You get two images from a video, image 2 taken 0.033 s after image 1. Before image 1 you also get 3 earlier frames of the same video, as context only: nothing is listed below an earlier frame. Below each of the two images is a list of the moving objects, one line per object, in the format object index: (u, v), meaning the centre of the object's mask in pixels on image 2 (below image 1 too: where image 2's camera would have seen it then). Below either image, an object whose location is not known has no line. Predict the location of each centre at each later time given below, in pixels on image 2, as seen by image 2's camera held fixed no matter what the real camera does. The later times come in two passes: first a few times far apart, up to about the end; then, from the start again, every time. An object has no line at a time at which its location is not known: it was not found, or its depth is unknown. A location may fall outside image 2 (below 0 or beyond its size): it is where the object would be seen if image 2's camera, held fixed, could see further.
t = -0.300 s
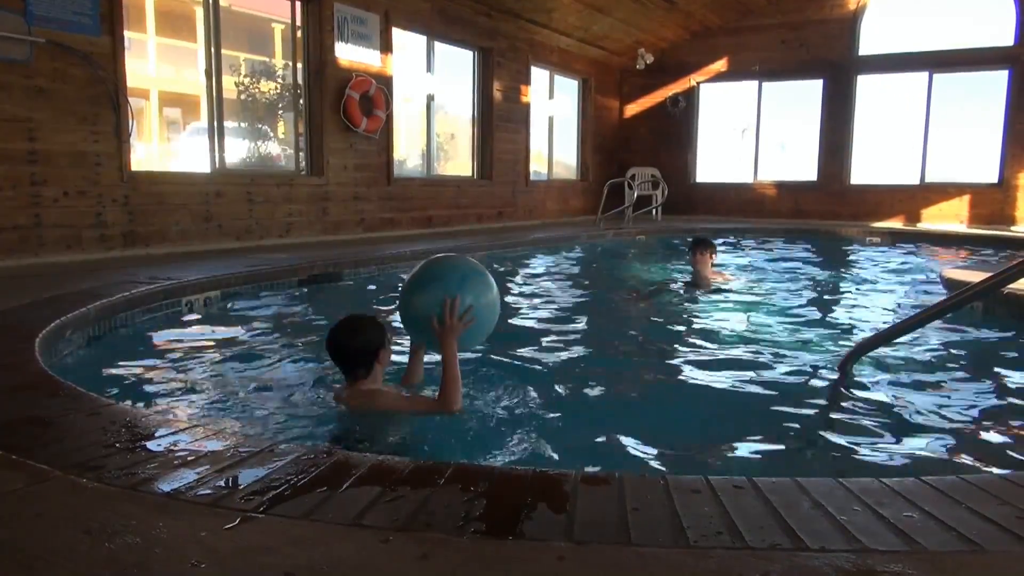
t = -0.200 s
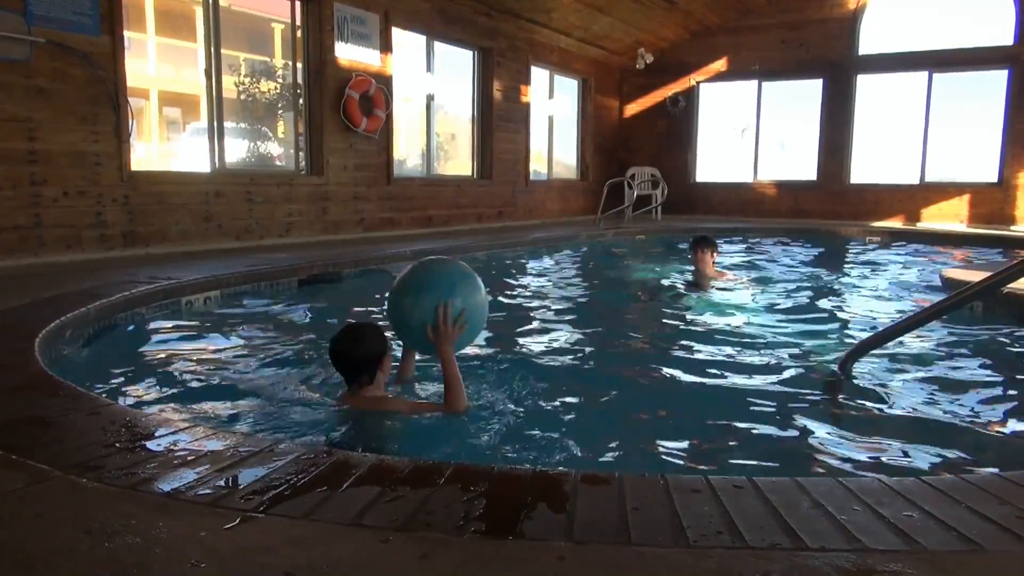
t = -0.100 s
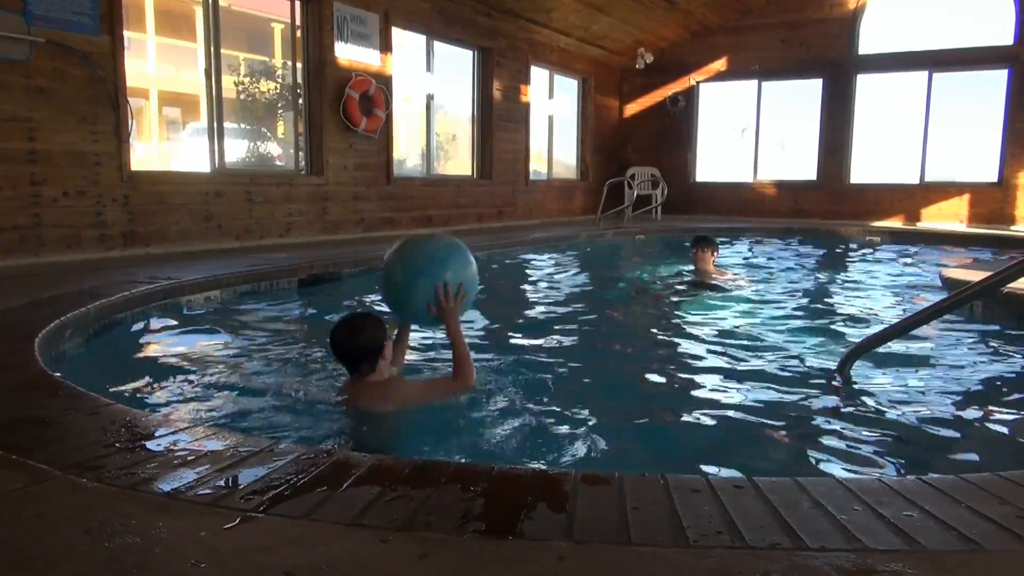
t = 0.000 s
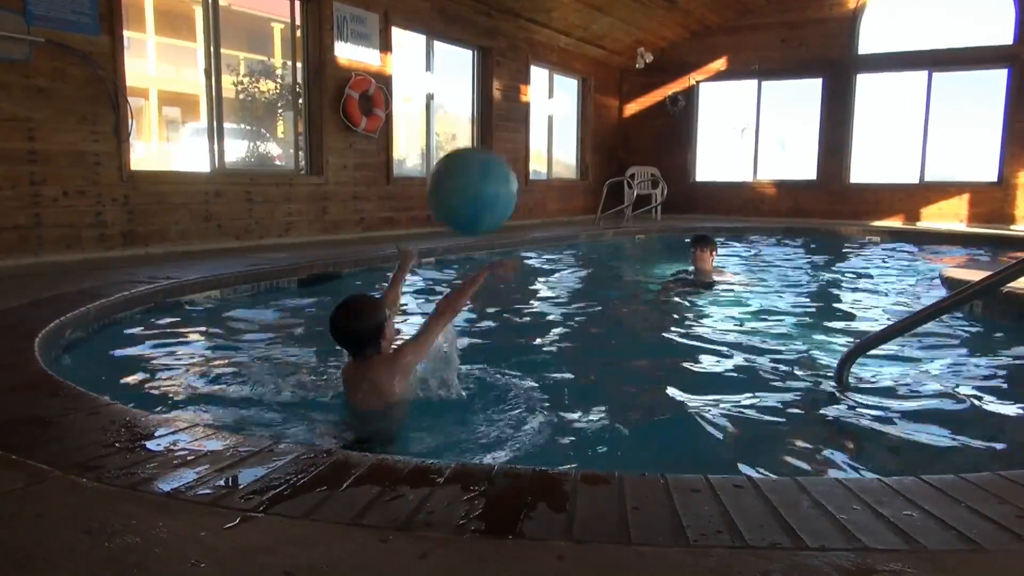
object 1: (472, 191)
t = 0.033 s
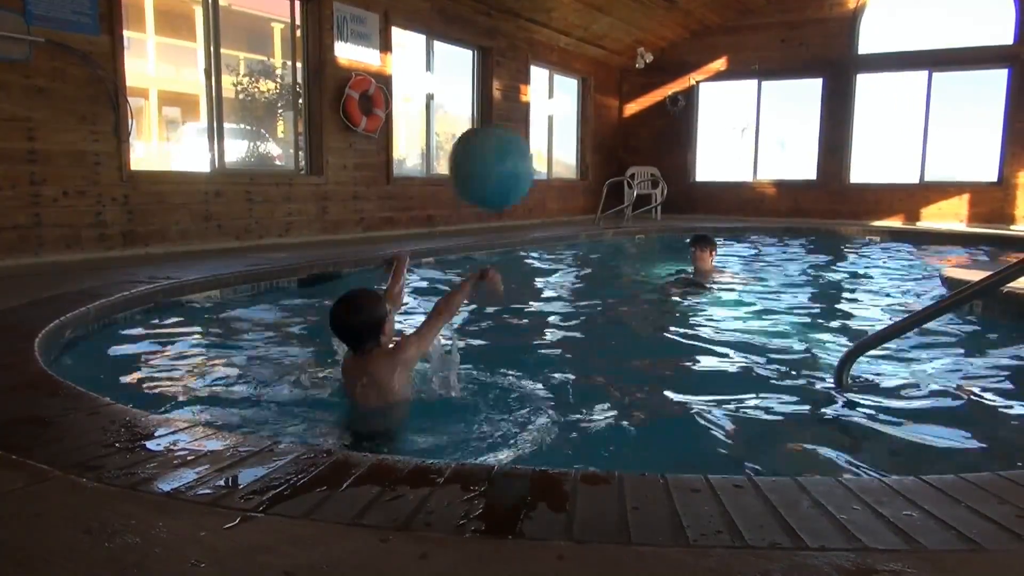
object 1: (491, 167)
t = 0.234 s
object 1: (582, 100)
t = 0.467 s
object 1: (649, 133)
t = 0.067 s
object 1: (509, 148)
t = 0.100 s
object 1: (526, 131)
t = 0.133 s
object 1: (542, 119)
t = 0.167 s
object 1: (556, 109)
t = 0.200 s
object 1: (570, 103)
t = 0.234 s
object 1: (582, 100)
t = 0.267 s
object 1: (593, 98)
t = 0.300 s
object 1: (604, 99)
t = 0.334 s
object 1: (613, 102)
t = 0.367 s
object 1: (623, 107)
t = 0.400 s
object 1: (632, 113)
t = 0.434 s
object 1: (641, 123)
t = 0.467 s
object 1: (649, 133)
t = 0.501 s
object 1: (657, 143)
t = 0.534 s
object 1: (663, 156)
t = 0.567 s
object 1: (670, 170)
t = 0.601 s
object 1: (677, 185)
